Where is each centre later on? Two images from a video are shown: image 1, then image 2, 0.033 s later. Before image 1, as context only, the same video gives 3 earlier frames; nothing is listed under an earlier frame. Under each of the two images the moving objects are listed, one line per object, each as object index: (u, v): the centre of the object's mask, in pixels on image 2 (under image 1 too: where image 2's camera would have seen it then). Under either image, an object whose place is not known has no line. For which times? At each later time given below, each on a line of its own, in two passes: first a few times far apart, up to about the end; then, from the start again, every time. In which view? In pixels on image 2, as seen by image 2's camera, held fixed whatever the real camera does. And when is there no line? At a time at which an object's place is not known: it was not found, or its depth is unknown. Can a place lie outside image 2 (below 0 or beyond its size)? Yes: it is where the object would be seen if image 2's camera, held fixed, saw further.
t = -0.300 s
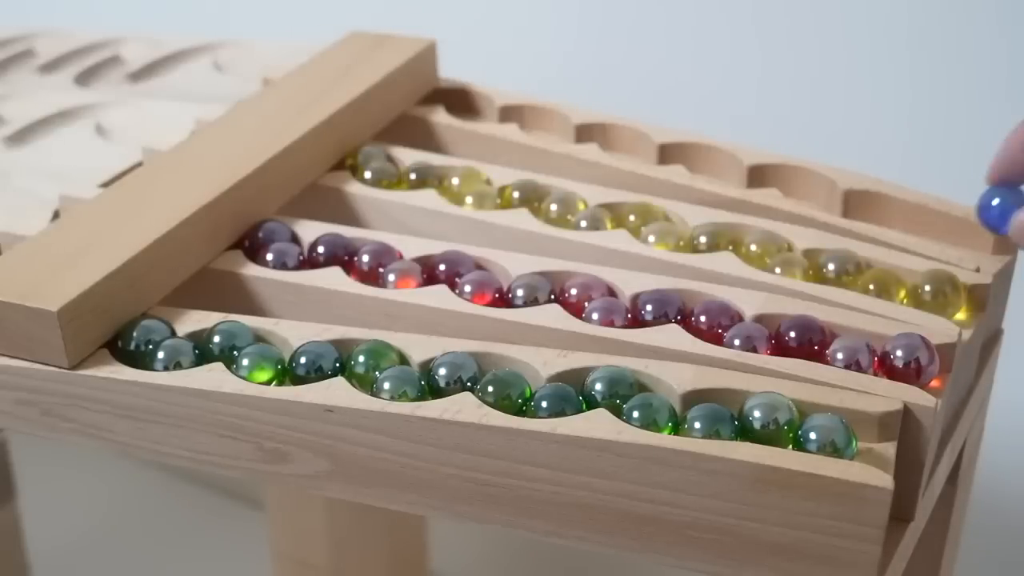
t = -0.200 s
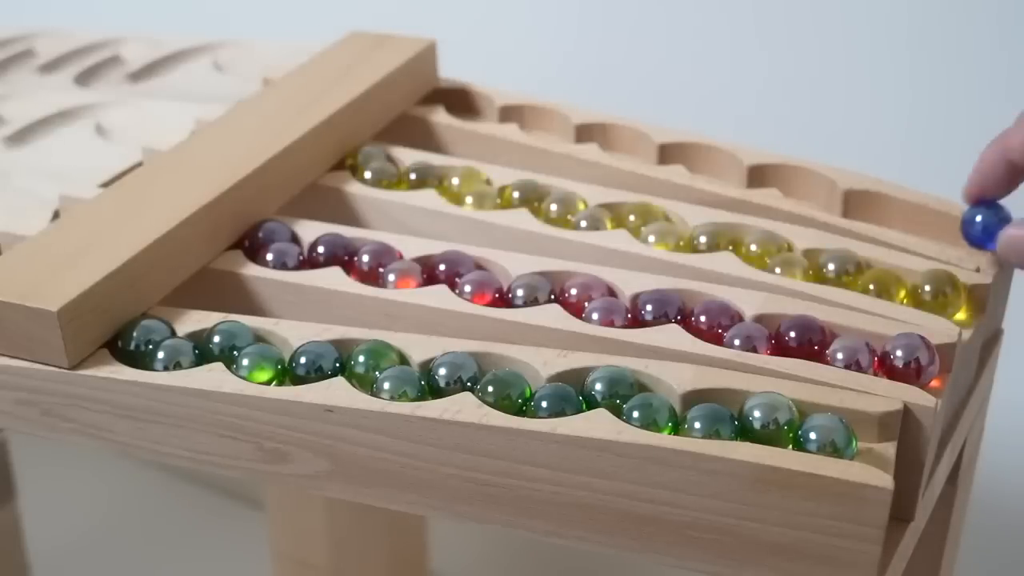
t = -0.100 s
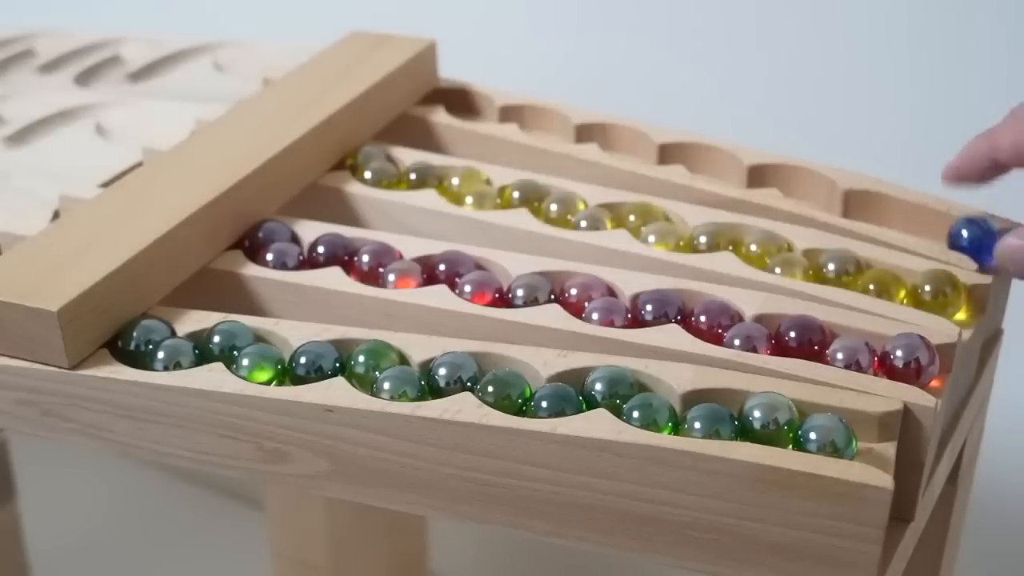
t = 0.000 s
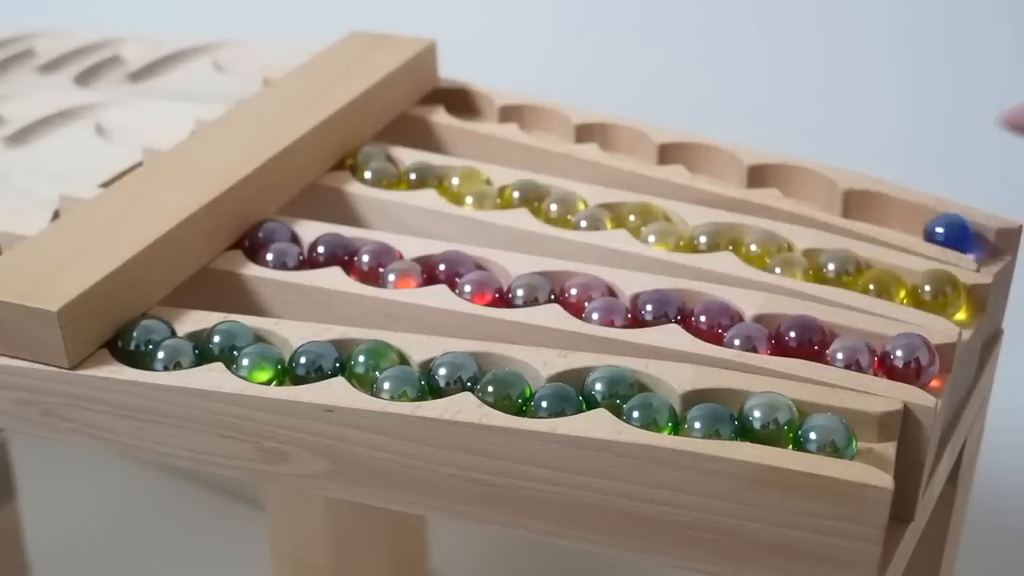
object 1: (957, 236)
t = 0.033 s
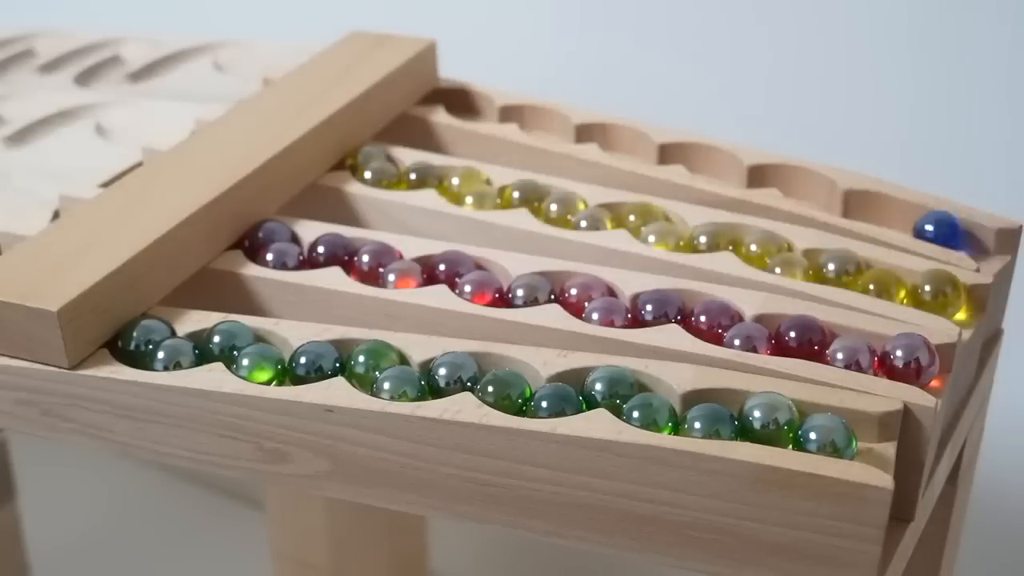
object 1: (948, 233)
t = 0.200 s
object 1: (878, 213)
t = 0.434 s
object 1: (808, 194)
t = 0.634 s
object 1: (787, 184)
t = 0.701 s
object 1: (766, 181)
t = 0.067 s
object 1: (936, 229)
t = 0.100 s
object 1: (923, 225)
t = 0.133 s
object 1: (909, 222)
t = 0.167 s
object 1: (893, 217)
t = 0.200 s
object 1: (878, 213)
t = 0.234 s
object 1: (861, 208)
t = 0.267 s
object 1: (844, 206)
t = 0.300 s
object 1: (838, 205)
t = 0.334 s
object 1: (835, 204)
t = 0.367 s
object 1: (830, 202)
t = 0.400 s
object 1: (821, 199)
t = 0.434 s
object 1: (808, 194)
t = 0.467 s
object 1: (811, 193)
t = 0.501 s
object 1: (810, 191)
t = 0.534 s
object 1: (807, 189)
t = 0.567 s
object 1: (803, 188)
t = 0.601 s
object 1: (795, 185)
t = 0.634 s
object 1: (787, 184)
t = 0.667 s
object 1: (777, 182)
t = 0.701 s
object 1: (766, 181)
